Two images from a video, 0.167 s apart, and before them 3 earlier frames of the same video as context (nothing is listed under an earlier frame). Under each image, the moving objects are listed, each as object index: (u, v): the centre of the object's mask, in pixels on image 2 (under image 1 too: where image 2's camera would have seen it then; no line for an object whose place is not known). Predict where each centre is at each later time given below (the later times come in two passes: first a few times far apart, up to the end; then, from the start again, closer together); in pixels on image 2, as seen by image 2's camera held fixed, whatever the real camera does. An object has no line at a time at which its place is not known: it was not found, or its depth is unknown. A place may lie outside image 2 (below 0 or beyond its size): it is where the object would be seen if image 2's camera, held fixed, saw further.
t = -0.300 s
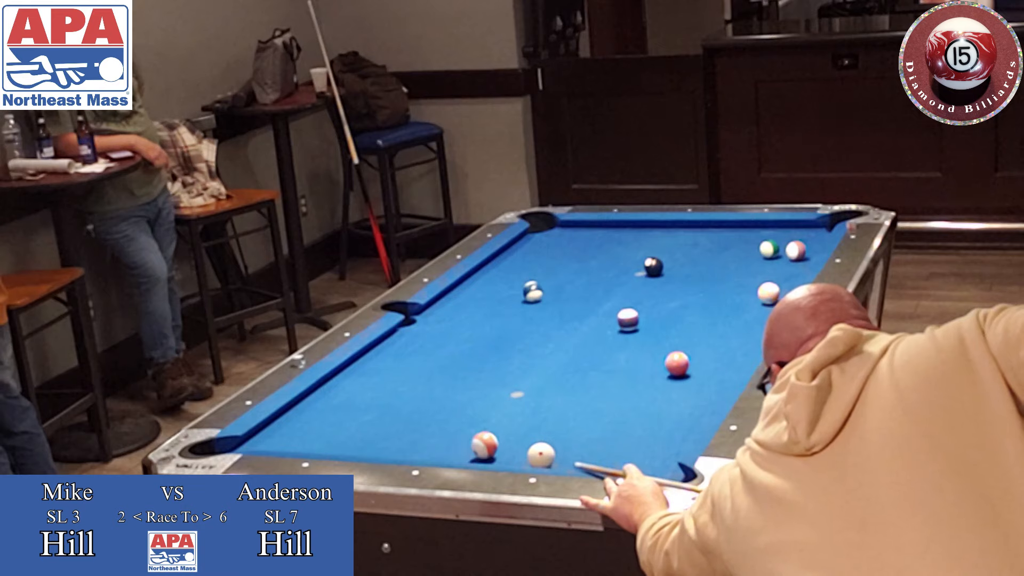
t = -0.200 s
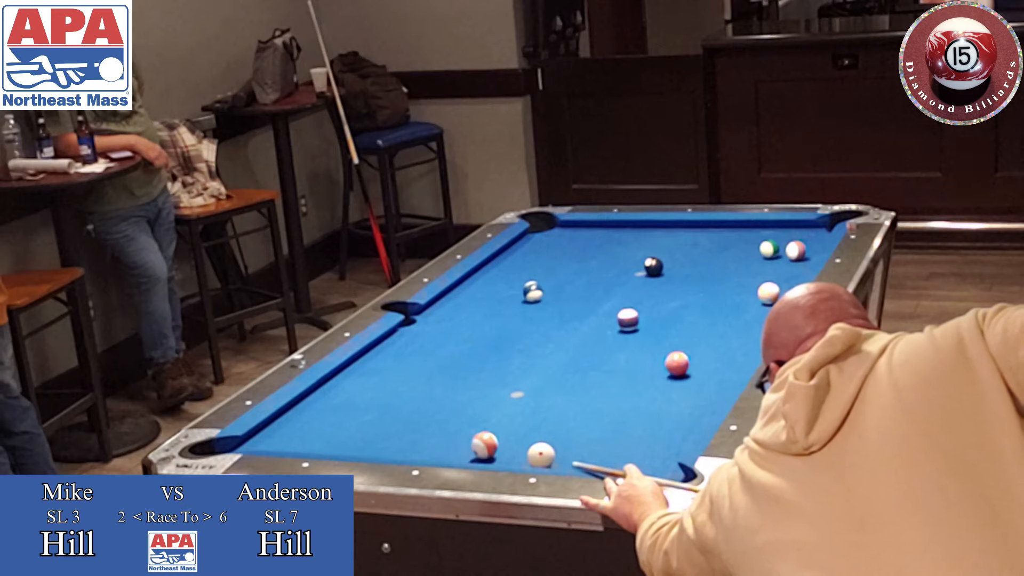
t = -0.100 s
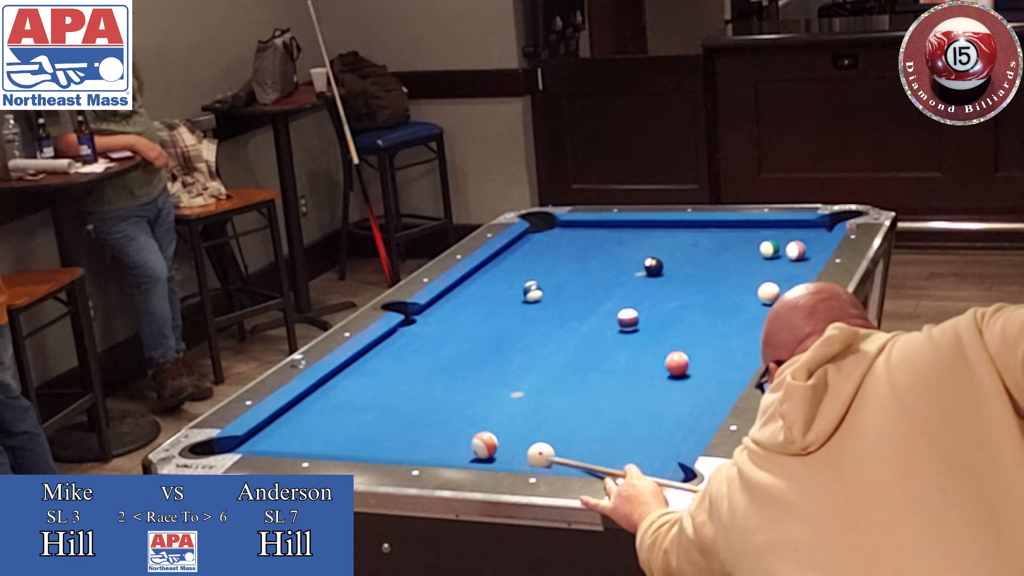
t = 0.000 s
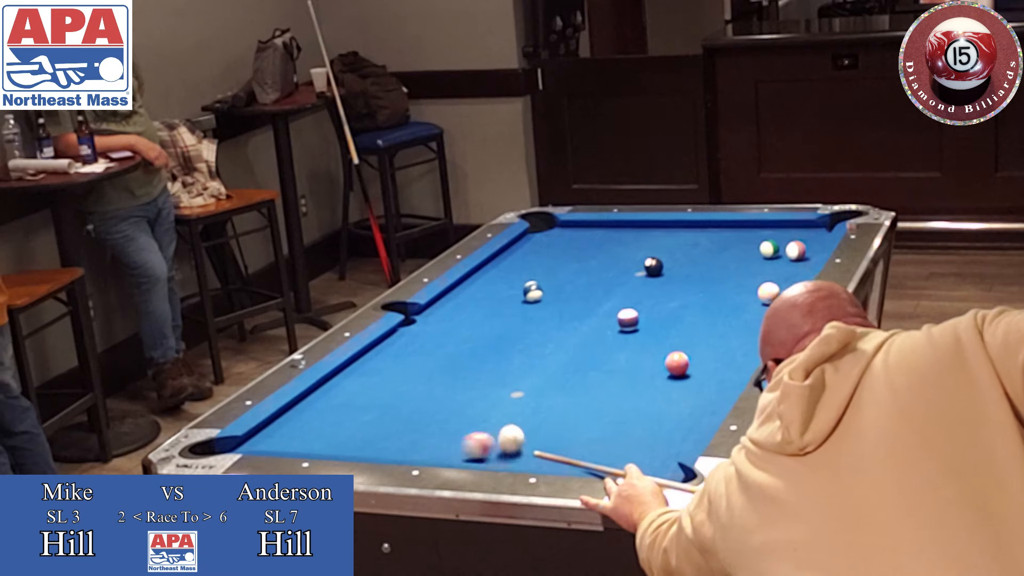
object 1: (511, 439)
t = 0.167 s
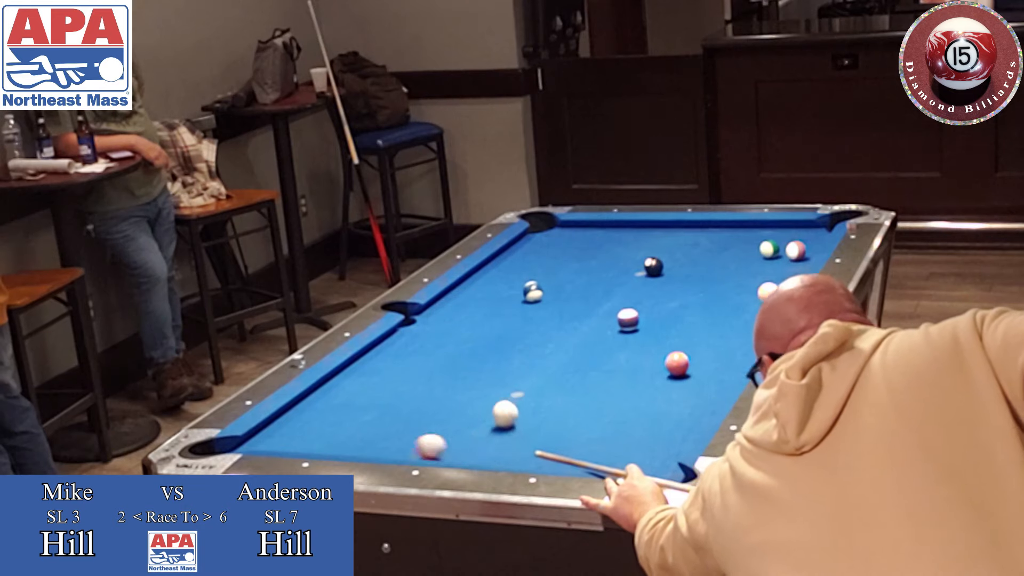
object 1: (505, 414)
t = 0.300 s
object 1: (500, 396)
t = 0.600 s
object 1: (489, 361)
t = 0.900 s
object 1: (481, 331)
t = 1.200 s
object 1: (473, 305)
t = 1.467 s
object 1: (467, 285)
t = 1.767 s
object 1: (492, 270)
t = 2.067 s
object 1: (524, 258)
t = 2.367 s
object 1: (553, 247)
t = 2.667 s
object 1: (578, 237)
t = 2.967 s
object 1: (601, 228)
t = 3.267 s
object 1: (613, 225)
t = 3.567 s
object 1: (613, 230)
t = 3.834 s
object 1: (613, 234)
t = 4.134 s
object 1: (613, 238)
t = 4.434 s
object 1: (613, 240)
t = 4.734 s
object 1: (612, 243)
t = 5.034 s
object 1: (612, 245)
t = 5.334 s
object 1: (611, 247)
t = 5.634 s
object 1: (609, 248)
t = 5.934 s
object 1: (609, 248)
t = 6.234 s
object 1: (609, 248)
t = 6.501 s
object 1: (609, 248)
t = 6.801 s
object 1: (609, 248)
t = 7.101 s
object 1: (609, 248)
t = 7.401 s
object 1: (609, 248)
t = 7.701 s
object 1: (609, 248)
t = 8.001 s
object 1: (609, 248)
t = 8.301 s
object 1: (609, 248)
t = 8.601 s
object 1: (609, 248)
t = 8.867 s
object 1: (609, 248)
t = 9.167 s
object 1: (609, 248)
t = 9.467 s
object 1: (609, 248)
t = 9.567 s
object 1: (609, 248)
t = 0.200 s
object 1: (504, 409)
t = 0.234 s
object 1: (502, 405)
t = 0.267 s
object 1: (501, 400)
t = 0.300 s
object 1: (500, 396)
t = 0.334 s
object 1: (499, 392)
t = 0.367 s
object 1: (498, 388)
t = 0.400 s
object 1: (496, 384)
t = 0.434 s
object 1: (495, 380)
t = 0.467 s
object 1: (494, 376)
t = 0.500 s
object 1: (493, 372)
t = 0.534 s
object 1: (492, 368)
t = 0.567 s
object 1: (491, 365)
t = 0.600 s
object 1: (489, 361)
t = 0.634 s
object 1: (489, 357)
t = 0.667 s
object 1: (487, 354)
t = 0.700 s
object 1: (486, 351)
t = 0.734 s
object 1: (486, 347)
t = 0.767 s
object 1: (485, 344)
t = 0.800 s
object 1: (484, 340)
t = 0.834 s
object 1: (483, 337)
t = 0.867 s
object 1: (481, 334)
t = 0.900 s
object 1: (481, 331)
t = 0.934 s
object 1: (480, 328)
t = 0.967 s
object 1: (479, 325)
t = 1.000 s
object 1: (478, 322)
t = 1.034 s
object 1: (477, 319)
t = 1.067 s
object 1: (476, 316)
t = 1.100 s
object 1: (475, 313)
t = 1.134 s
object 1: (475, 311)
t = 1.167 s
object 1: (474, 308)
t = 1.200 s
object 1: (473, 305)
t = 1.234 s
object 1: (472, 302)
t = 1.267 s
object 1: (471, 300)
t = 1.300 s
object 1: (471, 297)
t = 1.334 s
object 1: (470, 295)
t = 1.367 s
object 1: (469, 292)
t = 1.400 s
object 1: (468, 290)
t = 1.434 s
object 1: (468, 288)
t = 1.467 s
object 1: (467, 285)
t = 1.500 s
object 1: (466, 283)
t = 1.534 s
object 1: (466, 281)
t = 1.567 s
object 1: (469, 279)
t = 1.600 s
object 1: (473, 278)
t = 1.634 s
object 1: (477, 276)
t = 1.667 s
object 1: (481, 275)
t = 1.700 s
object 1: (485, 273)
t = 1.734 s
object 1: (489, 272)
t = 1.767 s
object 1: (492, 270)
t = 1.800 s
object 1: (496, 269)
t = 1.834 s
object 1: (500, 267)
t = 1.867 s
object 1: (503, 266)
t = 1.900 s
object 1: (507, 265)
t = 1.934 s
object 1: (510, 263)
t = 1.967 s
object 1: (514, 262)
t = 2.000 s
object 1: (517, 261)
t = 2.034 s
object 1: (521, 259)
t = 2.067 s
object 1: (524, 258)
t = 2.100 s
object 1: (527, 256)
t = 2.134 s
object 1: (531, 255)
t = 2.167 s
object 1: (534, 254)
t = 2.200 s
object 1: (537, 253)
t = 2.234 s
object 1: (540, 251)
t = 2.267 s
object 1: (543, 250)
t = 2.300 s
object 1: (546, 249)
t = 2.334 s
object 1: (549, 248)
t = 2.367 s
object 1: (553, 247)
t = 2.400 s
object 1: (556, 246)
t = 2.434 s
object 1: (558, 244)
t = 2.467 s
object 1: (561, 243)
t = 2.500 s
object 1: (564, 242)
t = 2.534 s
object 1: (567, 241)
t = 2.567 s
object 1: (570, 240)
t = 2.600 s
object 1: (573, 239)
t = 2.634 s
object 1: (576, 238)
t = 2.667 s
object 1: (578, 237)
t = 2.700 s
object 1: (581, 236)
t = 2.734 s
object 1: (583, 235)
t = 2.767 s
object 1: (586, 234)
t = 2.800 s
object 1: (589, 233)
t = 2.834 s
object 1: (591, 232)
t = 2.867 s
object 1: (594, 231)
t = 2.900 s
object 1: (596, 230)
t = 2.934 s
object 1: (599, 229)
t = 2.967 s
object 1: (601, 228)
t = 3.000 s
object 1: (603, 227)
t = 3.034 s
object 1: (606, 226)
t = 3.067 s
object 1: (608, 225)
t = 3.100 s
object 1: (610, 224)
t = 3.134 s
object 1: (612, 223)
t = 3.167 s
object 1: (613, 224)
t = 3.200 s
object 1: (613, 224)
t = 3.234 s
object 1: (613, 225)
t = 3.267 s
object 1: (613, 225)
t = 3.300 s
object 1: (613, 226)
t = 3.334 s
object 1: (613, 226)
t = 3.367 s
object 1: (613, 227)
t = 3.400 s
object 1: (613, 228)
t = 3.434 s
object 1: (613, 228)
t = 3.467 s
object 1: (613, 229)
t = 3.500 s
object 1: (613, 229)
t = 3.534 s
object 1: (613, 230)
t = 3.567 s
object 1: (613, 230)
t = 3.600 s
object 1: (613, 231)
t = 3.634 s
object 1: (613, 231)
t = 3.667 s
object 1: (613, 232)
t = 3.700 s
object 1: (613, 232)
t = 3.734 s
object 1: (613, 232)
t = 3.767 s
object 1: (613, 233)
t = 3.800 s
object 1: (613, 233)
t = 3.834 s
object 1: (613, 234)
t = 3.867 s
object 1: (613, 234)
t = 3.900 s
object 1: (613, 235)
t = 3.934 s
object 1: (613, 235)
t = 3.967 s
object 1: (613, 236)
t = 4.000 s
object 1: (613, 236)
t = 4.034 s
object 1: (613, 236)
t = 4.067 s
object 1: (613, 237)
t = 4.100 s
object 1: (613, 237)
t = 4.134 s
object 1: (613, 238)
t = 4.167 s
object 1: (613, 238)
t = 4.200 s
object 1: (613, 238)
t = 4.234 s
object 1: (613, 239)
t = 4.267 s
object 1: (613, 239)
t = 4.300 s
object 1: (613, 239)
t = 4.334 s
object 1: (613, 240)
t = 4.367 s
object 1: (613, 240)
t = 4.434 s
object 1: (613, 240)
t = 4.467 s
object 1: (613, 241)
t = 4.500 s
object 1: (613, 241)
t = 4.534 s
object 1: (613, 241)
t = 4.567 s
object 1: (613, 242)
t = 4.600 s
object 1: (613, 242)
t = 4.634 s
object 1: (613, 242)
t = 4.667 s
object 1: (613, 243)
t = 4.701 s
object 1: (612, 243)
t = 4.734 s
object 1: (612, 243)
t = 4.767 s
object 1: (612, 243)
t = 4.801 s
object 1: (612, 244)
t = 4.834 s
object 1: (612, 244)
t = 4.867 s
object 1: (612, 244)
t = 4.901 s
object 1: (612, 245)
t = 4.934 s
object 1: (612, 245)
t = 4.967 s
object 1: (612, 245)
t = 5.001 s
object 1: (612, 245)
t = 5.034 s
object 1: (612, 245)
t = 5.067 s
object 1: (612, 246)
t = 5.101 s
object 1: (612, 246)
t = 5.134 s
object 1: (611, 246)
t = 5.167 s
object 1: (611, 246)
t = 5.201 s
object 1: (611, 246)
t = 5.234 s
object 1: (611, 246)
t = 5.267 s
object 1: (611, 247)
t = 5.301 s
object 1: (611, 247)
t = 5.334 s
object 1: (611, 247)
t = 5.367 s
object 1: (611, 247)
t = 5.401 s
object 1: (610, 247)
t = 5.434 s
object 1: (610, 247)
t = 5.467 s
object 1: (610, 247)
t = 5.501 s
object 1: (610, 247)
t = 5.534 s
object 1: (610, 247)
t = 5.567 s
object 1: (610, 247)
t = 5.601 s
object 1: (610, 247)
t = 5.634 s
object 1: (609, 248)
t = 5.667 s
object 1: (609, 248)
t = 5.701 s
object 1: (609, 248)
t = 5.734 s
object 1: (609, 248)
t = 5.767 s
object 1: (609, 248)
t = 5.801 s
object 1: (609, 248)
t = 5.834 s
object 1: (609, 248)
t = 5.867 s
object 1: (609, 248)
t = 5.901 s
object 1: (609, 248)
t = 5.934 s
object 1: (609, 248)
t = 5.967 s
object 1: (609, 248)
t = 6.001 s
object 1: (609, 248)
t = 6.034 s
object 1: (609, 248)
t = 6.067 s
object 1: (609, 248)
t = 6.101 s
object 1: (609, 248)
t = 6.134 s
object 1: (609, 248)
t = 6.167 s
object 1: (609, 248)
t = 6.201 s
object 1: (609, 248)
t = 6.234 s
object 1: (609, 248)
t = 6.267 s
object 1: (609, 248)
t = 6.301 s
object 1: (609, 248)
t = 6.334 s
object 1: (609, 248)
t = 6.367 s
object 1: (609, 248)
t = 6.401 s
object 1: (609, 248)
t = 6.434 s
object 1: (609, 248)
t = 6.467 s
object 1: (609, 248)
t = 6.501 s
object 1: (609, 248)
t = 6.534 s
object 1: (609, 248)
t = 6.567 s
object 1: (609, 248)
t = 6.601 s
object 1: (609, 248)
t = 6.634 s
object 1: (609, 248)
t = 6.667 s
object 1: (609, 248)
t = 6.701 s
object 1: (609, 248)
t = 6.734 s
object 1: (609, 248)
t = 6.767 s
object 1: (609, 248)
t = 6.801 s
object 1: (609, 248)
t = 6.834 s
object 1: (609, 248)
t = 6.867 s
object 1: (609, 248)
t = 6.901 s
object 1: (609, 248)
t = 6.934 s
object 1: (609, 248)
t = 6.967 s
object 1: (609, 248)
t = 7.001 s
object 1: (609, 248)
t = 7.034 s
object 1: (609, 248)
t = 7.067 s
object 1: (609, 248)
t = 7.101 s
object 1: (609, 248)
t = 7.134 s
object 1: (609, 248)
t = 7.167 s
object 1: (609, 248)
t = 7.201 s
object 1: (609, 248)
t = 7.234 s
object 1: (609, 248)
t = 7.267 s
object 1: (609, 248)
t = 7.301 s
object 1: (609, 248)
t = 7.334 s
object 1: (609, 248)
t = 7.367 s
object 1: (609, 248)
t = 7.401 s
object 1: (609, 248)
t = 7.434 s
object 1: (609, 248)
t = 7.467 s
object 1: (609, 248)
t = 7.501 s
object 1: (609, 248)
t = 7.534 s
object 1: (609, 248)
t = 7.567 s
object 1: (609, 248)
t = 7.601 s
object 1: (609, 248)
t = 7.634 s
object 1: (609, 248)
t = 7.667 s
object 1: (609, 248)
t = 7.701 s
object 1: (609, 248)
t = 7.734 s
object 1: (609, 248)
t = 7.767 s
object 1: (609, 248)
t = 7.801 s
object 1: (609, 248)
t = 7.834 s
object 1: (609, 248)
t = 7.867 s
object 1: (609, 248)
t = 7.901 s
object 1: (609, 248)
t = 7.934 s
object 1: (609, 248)
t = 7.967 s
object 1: (609, 248)
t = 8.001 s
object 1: (609, 248)
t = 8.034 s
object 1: (609, 248)
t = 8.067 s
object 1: (609, 248)
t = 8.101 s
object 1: (609, 248)
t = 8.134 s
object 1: (609, 248)
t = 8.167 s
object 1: (609, 248)
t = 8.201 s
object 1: (609, 248)
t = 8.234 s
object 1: (609, 248)
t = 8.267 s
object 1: (609, 248)
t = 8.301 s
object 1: (609, 248)
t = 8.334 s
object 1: (609, 248)
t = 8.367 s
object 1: (609, 248)
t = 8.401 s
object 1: (609, 248)
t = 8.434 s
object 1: (609, 248)
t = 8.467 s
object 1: (609, 248)
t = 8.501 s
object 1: (609, 248)
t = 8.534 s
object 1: (609, 248)
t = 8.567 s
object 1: (609, 248)
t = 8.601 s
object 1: (609, 248)
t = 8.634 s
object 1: (609, 248)
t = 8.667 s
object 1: (609, 248)
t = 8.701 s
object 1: (609, 248)
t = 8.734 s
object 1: (609, 248)
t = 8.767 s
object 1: (609, 248)
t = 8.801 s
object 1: (609, 248)
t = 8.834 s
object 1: (609, 248)
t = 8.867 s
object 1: (609, 248)
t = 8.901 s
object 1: (609, 248)
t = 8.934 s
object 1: (609, 248)
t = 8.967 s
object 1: (609, 248)
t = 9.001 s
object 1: (609, 248)
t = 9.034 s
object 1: (609, 248)
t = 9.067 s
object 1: (609, 248)
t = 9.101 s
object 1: (609, 248)
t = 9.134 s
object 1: (609, 248)
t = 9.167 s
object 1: (609, 248)
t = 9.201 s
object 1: (609, 248)
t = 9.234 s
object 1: (609, 248)
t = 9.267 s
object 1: (609, 248)
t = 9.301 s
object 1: (609, 248)
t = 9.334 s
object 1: (609, 248)
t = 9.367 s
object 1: (609, 248)
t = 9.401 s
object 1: (609, 248)
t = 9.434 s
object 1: (609, 248)
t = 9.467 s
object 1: (609, 248)
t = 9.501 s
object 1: (609, 248)
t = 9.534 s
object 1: (609, 248)
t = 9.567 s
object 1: (609, 248)
